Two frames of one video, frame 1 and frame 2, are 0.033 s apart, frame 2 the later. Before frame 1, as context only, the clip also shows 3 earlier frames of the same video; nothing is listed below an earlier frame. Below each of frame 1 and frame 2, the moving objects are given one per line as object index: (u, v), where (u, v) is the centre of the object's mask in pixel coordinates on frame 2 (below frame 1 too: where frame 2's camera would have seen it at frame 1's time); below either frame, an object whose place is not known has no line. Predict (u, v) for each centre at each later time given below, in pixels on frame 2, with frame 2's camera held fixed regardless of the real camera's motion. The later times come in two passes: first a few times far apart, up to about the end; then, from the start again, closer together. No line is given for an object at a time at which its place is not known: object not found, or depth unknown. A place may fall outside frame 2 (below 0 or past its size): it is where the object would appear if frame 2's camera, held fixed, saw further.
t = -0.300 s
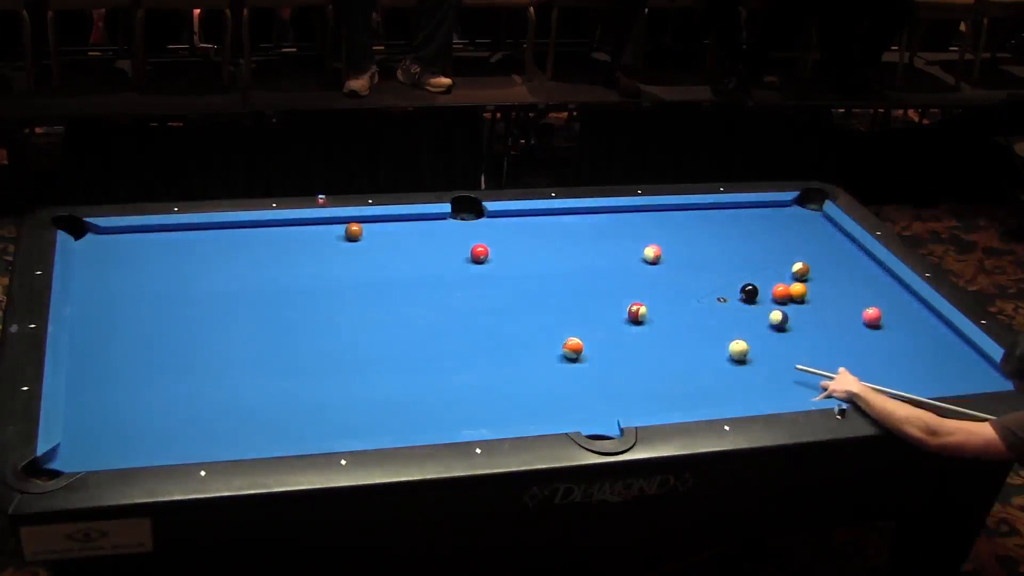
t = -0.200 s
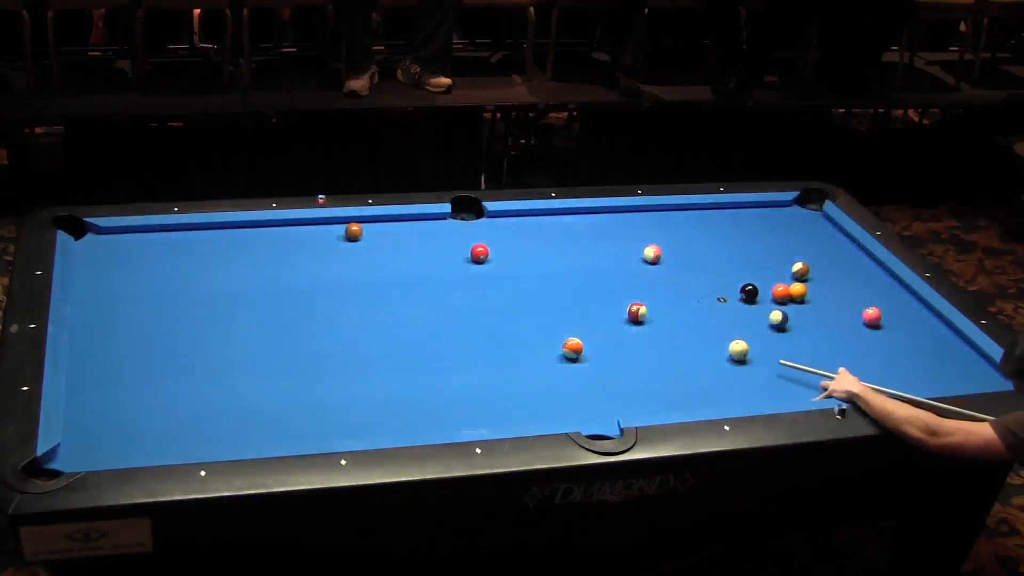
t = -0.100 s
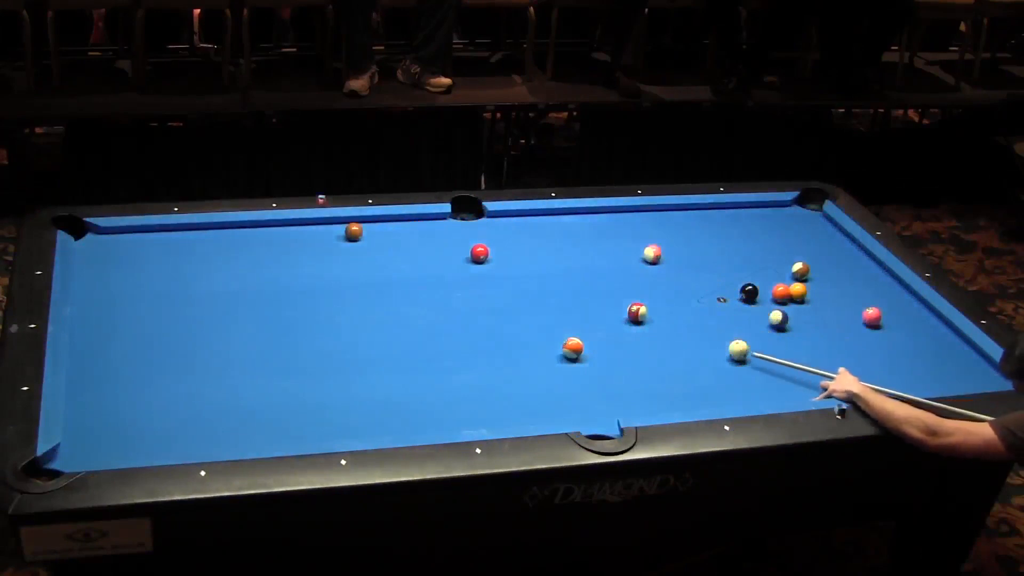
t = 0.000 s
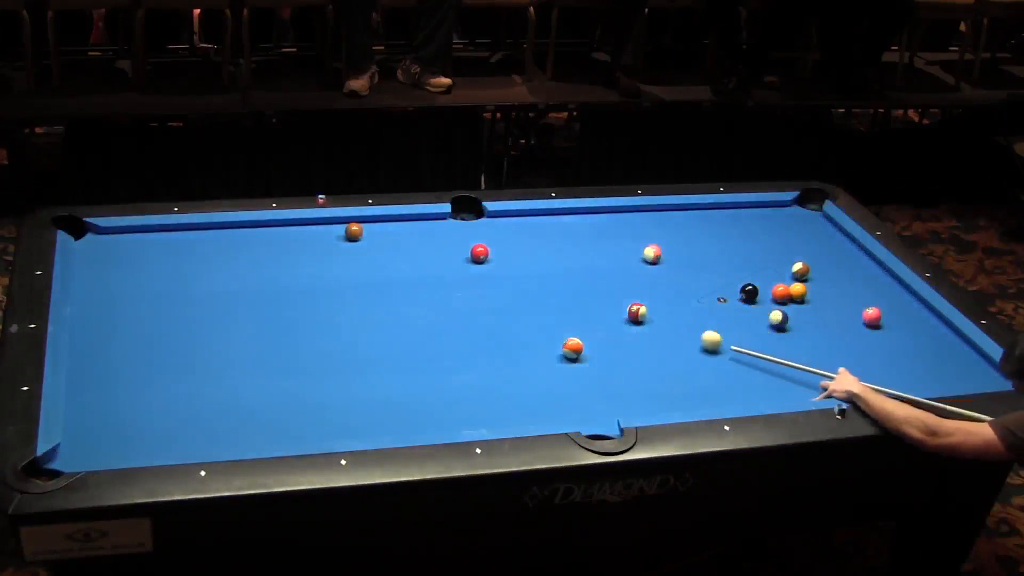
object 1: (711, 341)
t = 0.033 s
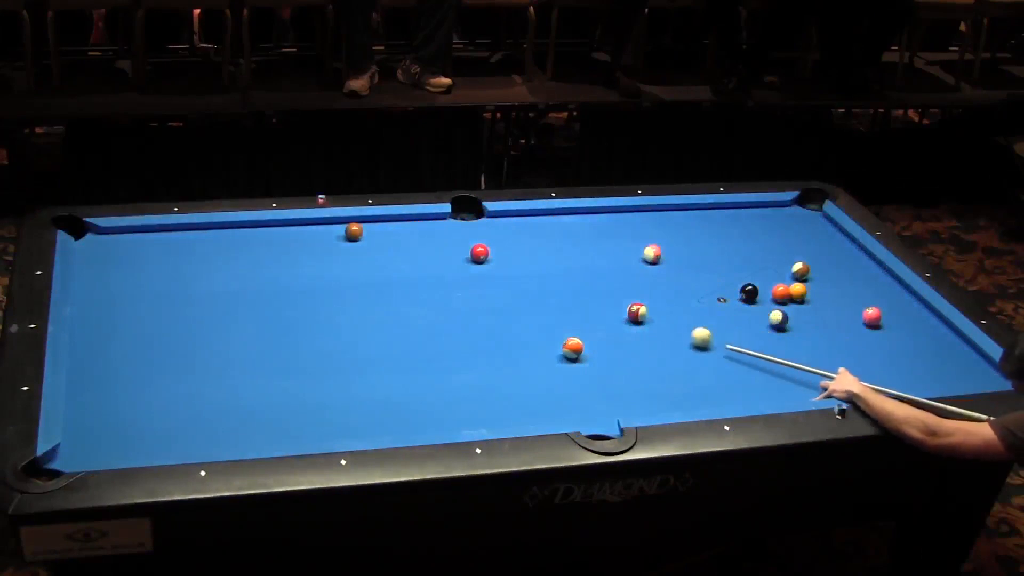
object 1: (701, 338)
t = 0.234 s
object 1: (649, 321)
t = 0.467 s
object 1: (623, 322)
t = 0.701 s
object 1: (597, 323)
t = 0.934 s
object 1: (572, 322)
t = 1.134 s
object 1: (552, 323)
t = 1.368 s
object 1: (530, 323)
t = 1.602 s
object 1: (510, 323)
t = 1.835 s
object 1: (490, 323)
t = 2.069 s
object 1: (472, 323)
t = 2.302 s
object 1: (455, 323)
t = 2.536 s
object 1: (440, 323)
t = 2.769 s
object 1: (426, 323)
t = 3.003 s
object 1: (414, 324)
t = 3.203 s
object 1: (405, 324)
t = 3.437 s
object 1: (396, 324)
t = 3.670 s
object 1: (389, 325)
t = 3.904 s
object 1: (383, 326)
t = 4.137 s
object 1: (379, 326)
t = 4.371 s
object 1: (376, 327)
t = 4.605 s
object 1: (376, 327)
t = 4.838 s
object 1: (376, 327)
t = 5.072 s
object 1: (376, 327)
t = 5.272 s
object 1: (376, 327)
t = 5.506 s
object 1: (376, 327)
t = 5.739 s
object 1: (374, 325)
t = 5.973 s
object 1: (377, 324)
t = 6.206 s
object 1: (376, 326)
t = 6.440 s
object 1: (376, 326)
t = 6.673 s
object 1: (376, 326)
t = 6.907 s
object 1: (376, 327)
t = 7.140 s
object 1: (376, 326)
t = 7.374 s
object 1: (376, 326)
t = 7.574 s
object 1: (376, 326)
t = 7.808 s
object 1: (376, 326)
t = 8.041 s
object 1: (376, 327)
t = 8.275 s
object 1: (376, 327)
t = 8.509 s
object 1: (376, 327)
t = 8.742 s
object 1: (376, 327)
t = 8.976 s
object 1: (376, 326)
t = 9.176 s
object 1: (376, 326)
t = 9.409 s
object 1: (376, 326)
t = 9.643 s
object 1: (376, 326)
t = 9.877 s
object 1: (376, 326)
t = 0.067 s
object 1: (692, 335)
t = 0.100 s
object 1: (683, 331)
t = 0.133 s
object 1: (673, 328)
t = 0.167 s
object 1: (664, 326)
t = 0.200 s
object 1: (656, 322)
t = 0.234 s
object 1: (649, 321)
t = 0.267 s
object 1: (646, 322)
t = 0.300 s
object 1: (642, 322)
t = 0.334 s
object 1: (638, 322)
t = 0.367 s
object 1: (634, 322)
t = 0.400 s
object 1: (630, 322)
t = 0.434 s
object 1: (627, 322)
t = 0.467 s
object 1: (623, 322)
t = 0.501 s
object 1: (619, 322)
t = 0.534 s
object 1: (615, 322)
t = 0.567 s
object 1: (612, 322)
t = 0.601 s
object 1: (608, 322)
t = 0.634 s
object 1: (604, 322)
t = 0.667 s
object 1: (601, 322)
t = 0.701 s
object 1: (597, 323)
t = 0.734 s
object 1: (593, 322)
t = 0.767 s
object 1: (590, 323)
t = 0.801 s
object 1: (586, 322)
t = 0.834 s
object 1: (583, 322)
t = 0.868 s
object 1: (579, 323)
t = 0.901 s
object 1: (576, 322)
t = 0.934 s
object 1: (572, 322)
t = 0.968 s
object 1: (569, 322)
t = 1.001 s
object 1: (565, 322)
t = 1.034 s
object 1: (562, 323)
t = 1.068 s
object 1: (559, 323)
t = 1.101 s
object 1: (556, 323)
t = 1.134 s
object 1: (552, 323)
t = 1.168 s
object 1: (549, 323)
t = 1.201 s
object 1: (546, 323)
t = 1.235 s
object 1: (543, 323)
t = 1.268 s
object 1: (540, 323)
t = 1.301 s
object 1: (536, 323)
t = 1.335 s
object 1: (533, 323)
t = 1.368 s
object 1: (530, 323)
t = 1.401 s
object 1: (527, 323)
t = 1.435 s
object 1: (524, 323)
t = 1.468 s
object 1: (521, 323)
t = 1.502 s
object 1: (518, 323)
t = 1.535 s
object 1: (515, 323)
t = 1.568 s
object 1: (512, 323)
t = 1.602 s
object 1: (510, 323)
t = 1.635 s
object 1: (507, 323)
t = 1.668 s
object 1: (504, 323)
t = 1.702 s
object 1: (501, 323)
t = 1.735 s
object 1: (498, 323)
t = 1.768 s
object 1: (495, 323)
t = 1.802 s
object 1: (493, 323)
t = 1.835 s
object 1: (490, 323)
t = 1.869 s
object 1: (487, 323)
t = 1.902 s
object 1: (485, 323)
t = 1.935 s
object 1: (482, 323)
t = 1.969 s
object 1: (479, 323)
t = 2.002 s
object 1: (477, 323)
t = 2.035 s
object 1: (474, 323)
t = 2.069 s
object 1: (472, 323)
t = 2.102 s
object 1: (469, 323)
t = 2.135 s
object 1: (467, 323)
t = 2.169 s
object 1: (465, 323)
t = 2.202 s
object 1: (462, 323)
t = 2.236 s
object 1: (460, 323)
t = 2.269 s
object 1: (457, 323)
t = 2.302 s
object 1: (455, 323)
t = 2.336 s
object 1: (453, 323)
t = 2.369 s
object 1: (451, 323)
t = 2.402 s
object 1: (449, 323)
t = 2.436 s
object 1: (446, 323)
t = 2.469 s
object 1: (444, 323)
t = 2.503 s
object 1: (442, 323)
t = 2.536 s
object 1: (440, 323)
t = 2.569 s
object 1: (438, 323)
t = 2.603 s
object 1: (436, 323)
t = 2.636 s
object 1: (434, 323)
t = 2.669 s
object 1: (432, 323)
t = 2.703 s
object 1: (430, 324)
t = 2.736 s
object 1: (428, 323)
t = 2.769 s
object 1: (426, 323)
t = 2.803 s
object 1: (424, 323)
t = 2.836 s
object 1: (423, 324)
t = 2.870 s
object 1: (421, 324)
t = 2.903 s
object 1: (419, 324)
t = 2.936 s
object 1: (417, 323)
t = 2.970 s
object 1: (416, 324)
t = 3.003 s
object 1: (414, 324)
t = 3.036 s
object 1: (413, 324)
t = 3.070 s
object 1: (411, 324)
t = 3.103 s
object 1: (409, 324)
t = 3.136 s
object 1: (408, 324)
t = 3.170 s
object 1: (406, 324)
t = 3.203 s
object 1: (405, 324)
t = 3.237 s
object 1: (404, 324)
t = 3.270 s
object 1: (403, 324)
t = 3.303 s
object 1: (401, 324)
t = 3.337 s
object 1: (400, 324)
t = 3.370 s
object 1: (399, 324)
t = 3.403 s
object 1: (397, 324)
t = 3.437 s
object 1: (396, 324)
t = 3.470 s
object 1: (395, 325)
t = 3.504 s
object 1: (394, 325)
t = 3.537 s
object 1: (393, 325)
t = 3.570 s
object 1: (392, 325)
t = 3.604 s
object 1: (391, 325)
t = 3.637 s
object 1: (390, 325)
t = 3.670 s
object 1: (389, 325)
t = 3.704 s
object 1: (388, 325)
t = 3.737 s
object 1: (387, 326)
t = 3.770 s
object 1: (386, 326)
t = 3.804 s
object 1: (386, 326)
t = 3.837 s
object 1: (385, 326)
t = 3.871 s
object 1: (384, 326)
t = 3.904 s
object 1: (383, 326)
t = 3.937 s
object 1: (383, 326)
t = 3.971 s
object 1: (382, 326)
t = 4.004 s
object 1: (381, 326)
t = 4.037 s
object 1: (381, 326)
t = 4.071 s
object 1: (380, 326)
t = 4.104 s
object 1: (379, 326)
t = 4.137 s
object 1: (379, 326)
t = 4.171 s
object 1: (379, 326)
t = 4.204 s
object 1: (378, 326)
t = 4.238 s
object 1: (378, 326)
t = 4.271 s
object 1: (377, 326)
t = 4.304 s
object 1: (377, 326)
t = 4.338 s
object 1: (377, 326)
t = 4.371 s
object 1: (376, 327)
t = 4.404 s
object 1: (376, 327)
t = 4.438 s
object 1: (376, 327)
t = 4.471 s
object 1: (376, 327)
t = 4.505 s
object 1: (376, 327)
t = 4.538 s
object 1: (376, 327)
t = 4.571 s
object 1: (376, 327)
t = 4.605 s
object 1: (376, 327)
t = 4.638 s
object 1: (376, 327)
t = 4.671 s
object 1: (376, 327)
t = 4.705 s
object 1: (376, 327)
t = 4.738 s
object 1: (376, 327)
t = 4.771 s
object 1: (376, 327)
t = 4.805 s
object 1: (376, 327)
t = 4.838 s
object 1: (376, 327)
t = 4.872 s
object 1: (376, 327)
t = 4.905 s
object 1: (376, 327)
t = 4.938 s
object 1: (376, 327)
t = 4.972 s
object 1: (376, 327)
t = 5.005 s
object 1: (376, 327)
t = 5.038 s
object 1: (376, 326)
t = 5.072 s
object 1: (376, 327)
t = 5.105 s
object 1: (376, 327)
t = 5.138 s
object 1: (376, 327)
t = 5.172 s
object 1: (376, 327)
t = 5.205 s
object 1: (376, 327)
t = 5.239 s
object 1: (376, 327)
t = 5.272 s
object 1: (376, 327)
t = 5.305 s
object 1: (376, 327)
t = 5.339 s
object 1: (376, 327)
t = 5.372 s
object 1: (376, 327)
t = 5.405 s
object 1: (376, 327)
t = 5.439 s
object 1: (376, 327)
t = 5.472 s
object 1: (376, 327)
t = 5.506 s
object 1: (376, 327)
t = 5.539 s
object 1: (376, 327)
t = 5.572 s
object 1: (376, 327)
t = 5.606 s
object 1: (376, 327)
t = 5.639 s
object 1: (376, 327)
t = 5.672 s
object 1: (376, 327)
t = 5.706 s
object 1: (376, 327)
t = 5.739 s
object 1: (374, 325)
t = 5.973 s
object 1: (377, 324)
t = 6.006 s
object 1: (376, 326)
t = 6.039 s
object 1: (376, 326)
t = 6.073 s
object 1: (376, 326)
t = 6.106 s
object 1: (376, 326)
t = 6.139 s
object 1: (376, 326)
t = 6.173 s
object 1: (376, 326)
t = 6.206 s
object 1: (376, 326)
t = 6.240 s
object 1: (376, 326)
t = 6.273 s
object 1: (376, 326)
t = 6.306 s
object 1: (376, 326)
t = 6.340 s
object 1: (376, 326)
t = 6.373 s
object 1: (376, 326)
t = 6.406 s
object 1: (376, 326)
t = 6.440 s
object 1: (376, 326)
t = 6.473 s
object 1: (376, 326)
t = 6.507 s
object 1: (376, 326)
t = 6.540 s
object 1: (376, 326)
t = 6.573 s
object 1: (376, 326)
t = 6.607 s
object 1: (376, 326)
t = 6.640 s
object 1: (376, 327)
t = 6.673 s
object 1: (376, 326)
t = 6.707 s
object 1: (376, 327)
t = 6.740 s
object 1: (376, 327)
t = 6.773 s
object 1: (376, 326)
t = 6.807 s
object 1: (376, 326)
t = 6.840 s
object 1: (376, 326)
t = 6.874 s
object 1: (376, 327)
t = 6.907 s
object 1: (376, 327)
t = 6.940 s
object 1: (376, 327)
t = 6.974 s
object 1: (376, 327)
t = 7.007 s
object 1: (376, 326)
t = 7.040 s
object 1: (376, 327)
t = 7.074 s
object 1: (376, 326)
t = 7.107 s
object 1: (376, 326)
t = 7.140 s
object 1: (376, 326)
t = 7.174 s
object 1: (376, 326)
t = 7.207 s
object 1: (376, 326)
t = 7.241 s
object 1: (376, 326)
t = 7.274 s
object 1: (376, 326)
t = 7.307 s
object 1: (376, 326)
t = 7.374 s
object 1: (376, 326)
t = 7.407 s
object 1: (376, 326)
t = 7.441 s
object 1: (376, 326)
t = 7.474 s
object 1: (376, 326)
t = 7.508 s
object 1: (376, 326)
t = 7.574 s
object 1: (376, 326)
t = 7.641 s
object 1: (376, 326)
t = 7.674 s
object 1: (376, 327)
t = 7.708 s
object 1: (376, 326)
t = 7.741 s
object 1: (376, 326)
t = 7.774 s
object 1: (376, 326)
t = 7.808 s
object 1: (376, 326)
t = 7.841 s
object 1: (376, 326)
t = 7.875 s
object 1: (376, 326)
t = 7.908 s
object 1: (376, 326)
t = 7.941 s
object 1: (376, 326)
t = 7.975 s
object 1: (376, 326)
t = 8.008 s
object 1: (376, 327)
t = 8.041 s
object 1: (376, 327)
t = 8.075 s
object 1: (376, 326)
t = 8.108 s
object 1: (376, 326)
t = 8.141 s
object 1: (376, 326)
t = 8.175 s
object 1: (376, 327)
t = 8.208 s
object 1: (376, 326)
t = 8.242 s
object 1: (376, 327)
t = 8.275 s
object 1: (376, 327)
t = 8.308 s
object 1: (376, 327)
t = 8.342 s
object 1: (376, 327)
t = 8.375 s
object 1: (376, 327)
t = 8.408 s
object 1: (376, 327)
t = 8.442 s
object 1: (376, 327)
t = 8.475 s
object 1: (376, 327)
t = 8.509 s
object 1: (376, 327)
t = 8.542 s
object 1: (376, 327)
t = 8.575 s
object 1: (376, 327)
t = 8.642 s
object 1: (376, 327)
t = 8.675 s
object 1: (376, 327)
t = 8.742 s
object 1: (376, 327)
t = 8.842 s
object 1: (376, 326)
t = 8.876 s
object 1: (376, 326)
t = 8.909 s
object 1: (376, 326)
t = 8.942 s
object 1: (376, 326)
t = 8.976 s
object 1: (376, 326)
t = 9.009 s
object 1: (376, 326)
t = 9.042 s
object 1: (376, 326)
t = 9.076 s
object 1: (376, 326)
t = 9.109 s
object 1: (376, 326)
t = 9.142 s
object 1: (376, 326)
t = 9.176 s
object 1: (376, 326)
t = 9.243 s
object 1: (376, 326)
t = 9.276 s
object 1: (376, 326)
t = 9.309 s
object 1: (376, 326)
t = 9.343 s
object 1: (376, 326)
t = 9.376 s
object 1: (376, 326)
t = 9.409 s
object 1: (376, 326)
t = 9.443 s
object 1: (376, 326)
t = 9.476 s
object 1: (376, 326)
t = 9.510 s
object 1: (376, 326)
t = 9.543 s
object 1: (376, 326)
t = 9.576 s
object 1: (376, 326)
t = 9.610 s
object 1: (376, 326)
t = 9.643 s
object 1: (376, 326)
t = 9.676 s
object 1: (376, 326)
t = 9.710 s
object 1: (376, 326)
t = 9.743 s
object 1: (376, 326)
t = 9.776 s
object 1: (376, 326)
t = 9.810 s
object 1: (376, 326)
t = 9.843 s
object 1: (376, 326)
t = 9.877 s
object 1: (376, 326)
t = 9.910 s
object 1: (376, 326)
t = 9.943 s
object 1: (376, 326)
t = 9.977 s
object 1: (376, 326)
